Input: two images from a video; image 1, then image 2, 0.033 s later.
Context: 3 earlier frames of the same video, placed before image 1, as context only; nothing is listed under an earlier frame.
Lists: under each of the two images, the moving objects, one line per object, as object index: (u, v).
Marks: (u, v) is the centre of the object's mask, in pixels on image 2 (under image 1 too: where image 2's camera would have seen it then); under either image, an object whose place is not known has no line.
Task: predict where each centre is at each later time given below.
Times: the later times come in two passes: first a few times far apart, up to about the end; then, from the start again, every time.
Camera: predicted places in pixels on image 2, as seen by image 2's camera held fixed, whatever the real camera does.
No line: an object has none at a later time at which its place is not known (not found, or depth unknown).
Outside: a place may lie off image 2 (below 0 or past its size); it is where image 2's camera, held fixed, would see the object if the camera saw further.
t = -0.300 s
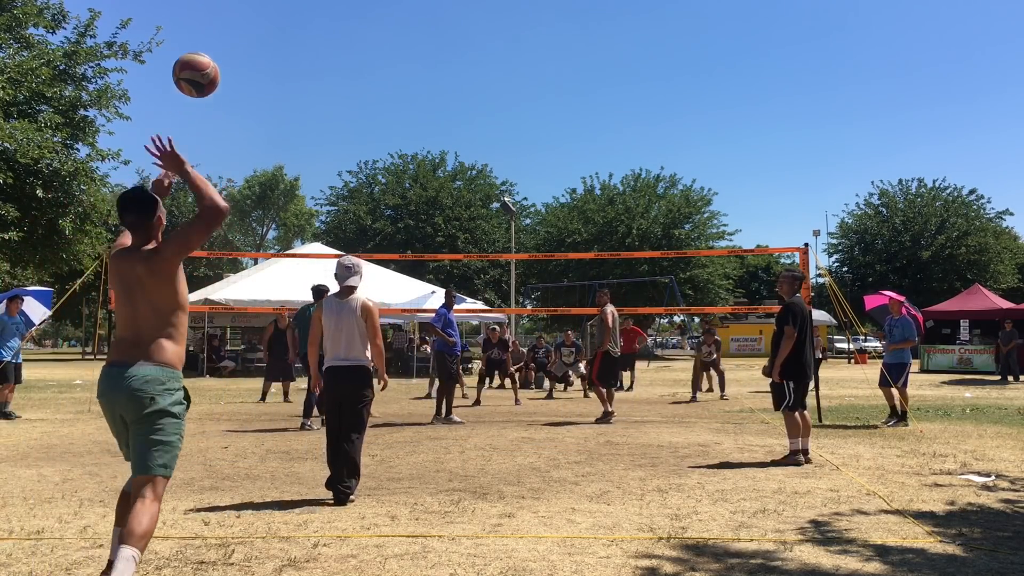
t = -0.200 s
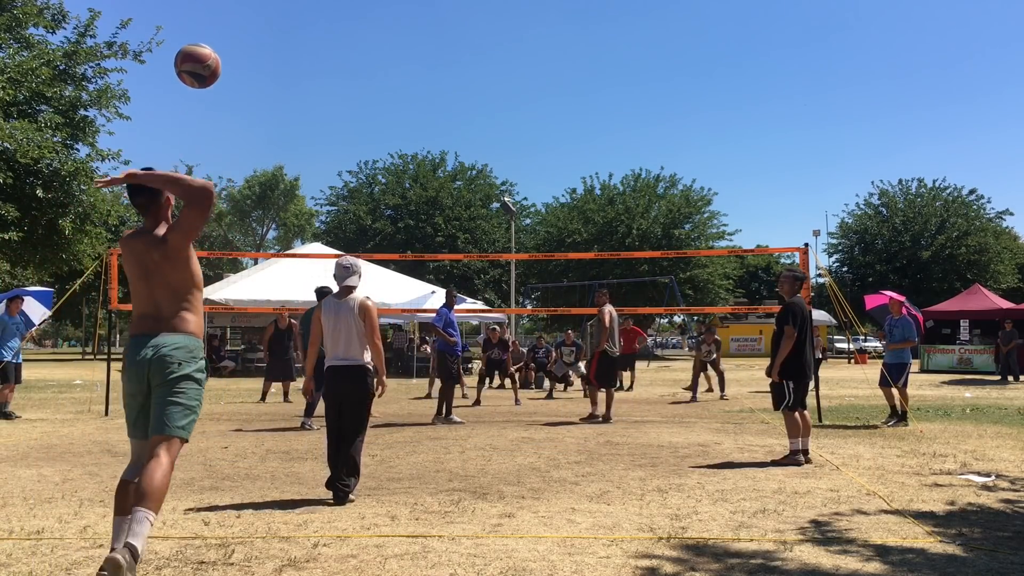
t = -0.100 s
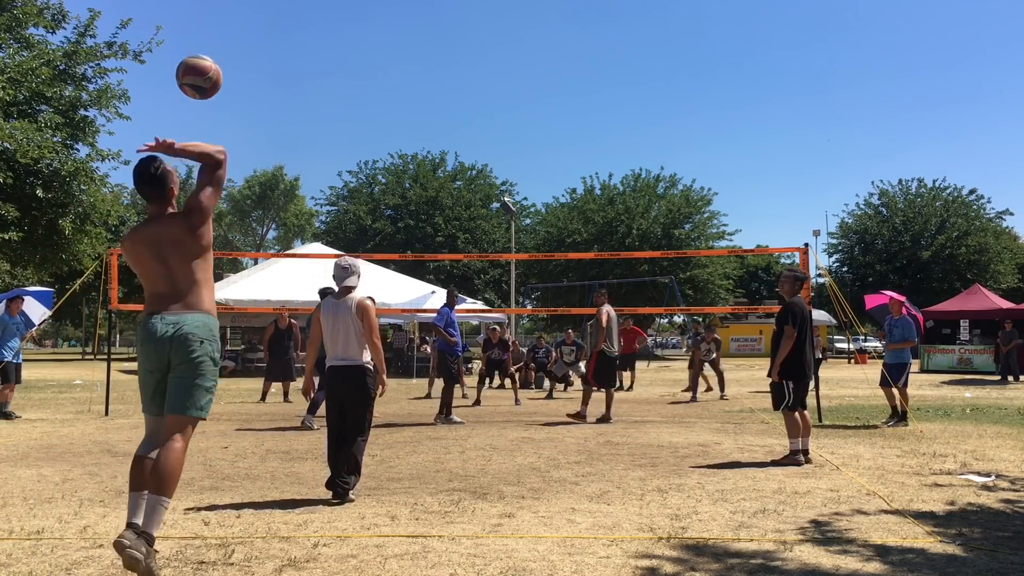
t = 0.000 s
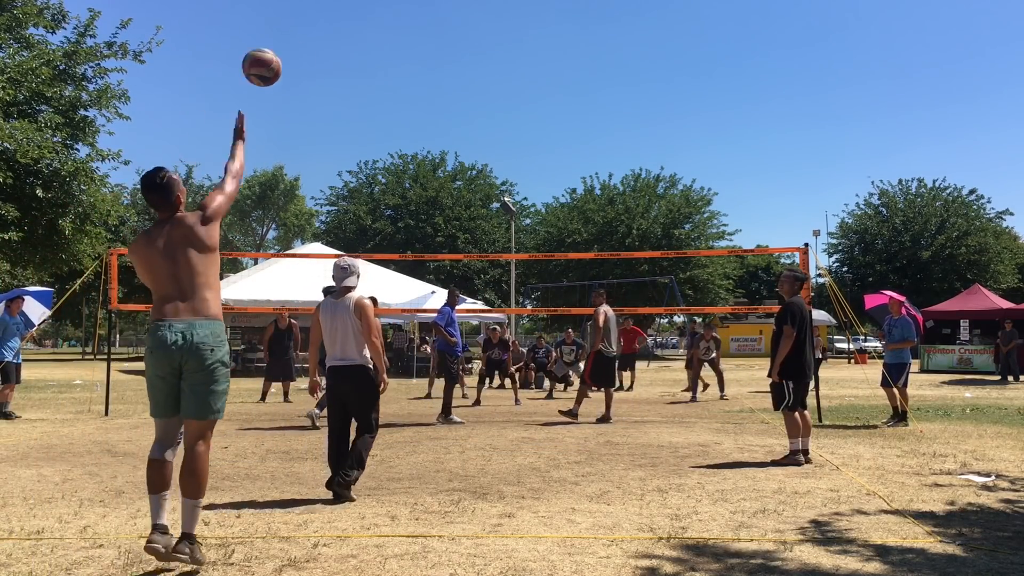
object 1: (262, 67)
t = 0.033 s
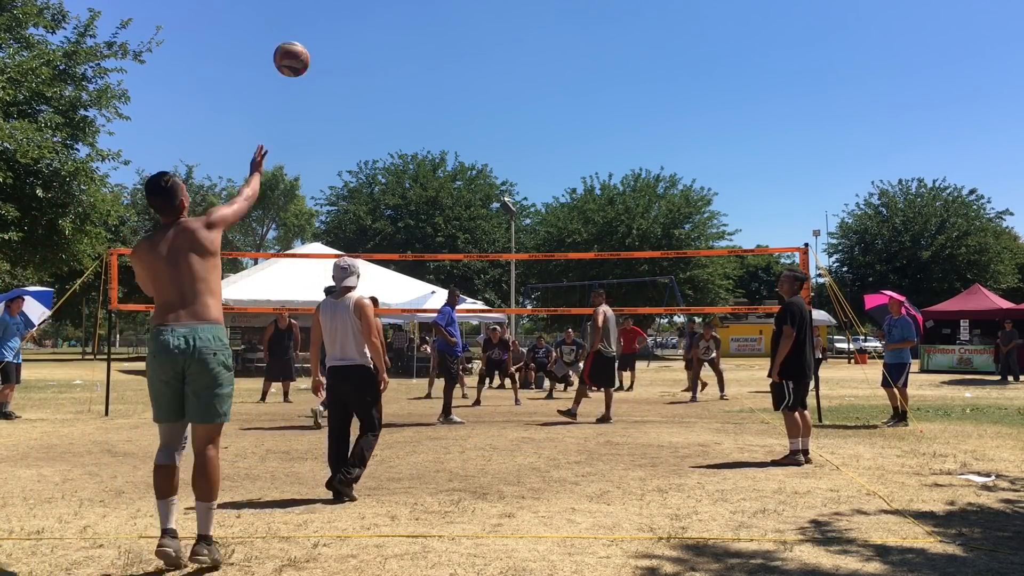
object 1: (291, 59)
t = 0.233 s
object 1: (404, 52)
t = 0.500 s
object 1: (480, 98)
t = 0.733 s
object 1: (518, 155)
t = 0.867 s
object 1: (532, 191)
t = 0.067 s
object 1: (317, 53)
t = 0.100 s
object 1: (339, 50)
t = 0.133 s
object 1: (358, 48)
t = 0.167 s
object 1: (376, 48)
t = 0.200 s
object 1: (391, 49)
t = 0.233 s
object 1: (404, 52)
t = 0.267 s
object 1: (416, 56)
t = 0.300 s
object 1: (427, 61)
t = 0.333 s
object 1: (438, 66)
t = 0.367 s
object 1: (447, 72)
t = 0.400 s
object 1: (456, 78)
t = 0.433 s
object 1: (465, 84)
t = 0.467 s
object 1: (472, 91)
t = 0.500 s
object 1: (480, 98)
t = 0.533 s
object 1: (486, 106)
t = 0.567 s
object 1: (493, 114)
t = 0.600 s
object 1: (499, 122)
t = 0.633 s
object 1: (504, 130)
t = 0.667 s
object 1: (509, 138)
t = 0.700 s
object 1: (513, 147)
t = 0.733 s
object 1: (518, 155)
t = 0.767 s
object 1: (522, 164)
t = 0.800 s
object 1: (525, 173)
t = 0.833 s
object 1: (529, 182)
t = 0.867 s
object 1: (532, 191)
